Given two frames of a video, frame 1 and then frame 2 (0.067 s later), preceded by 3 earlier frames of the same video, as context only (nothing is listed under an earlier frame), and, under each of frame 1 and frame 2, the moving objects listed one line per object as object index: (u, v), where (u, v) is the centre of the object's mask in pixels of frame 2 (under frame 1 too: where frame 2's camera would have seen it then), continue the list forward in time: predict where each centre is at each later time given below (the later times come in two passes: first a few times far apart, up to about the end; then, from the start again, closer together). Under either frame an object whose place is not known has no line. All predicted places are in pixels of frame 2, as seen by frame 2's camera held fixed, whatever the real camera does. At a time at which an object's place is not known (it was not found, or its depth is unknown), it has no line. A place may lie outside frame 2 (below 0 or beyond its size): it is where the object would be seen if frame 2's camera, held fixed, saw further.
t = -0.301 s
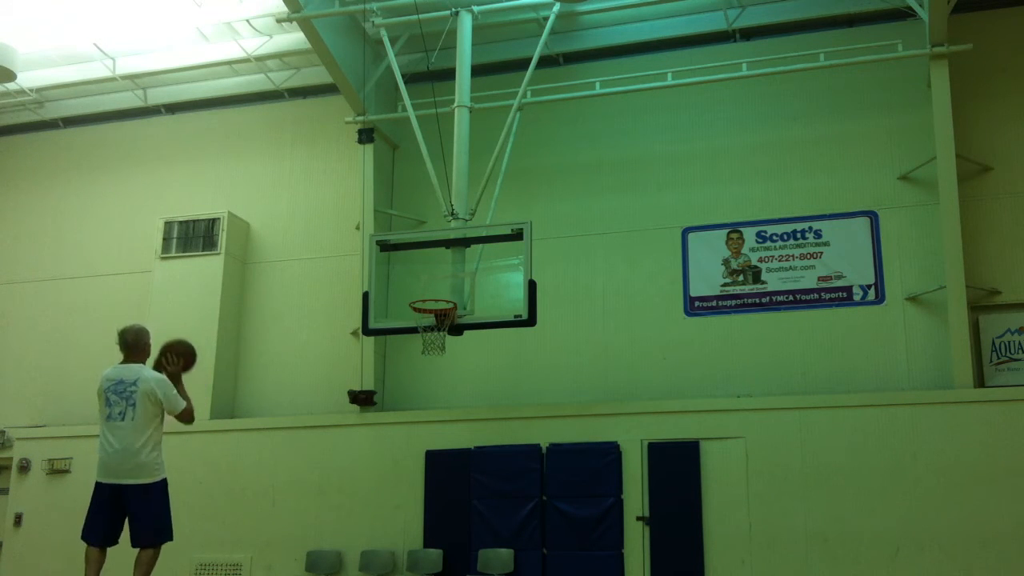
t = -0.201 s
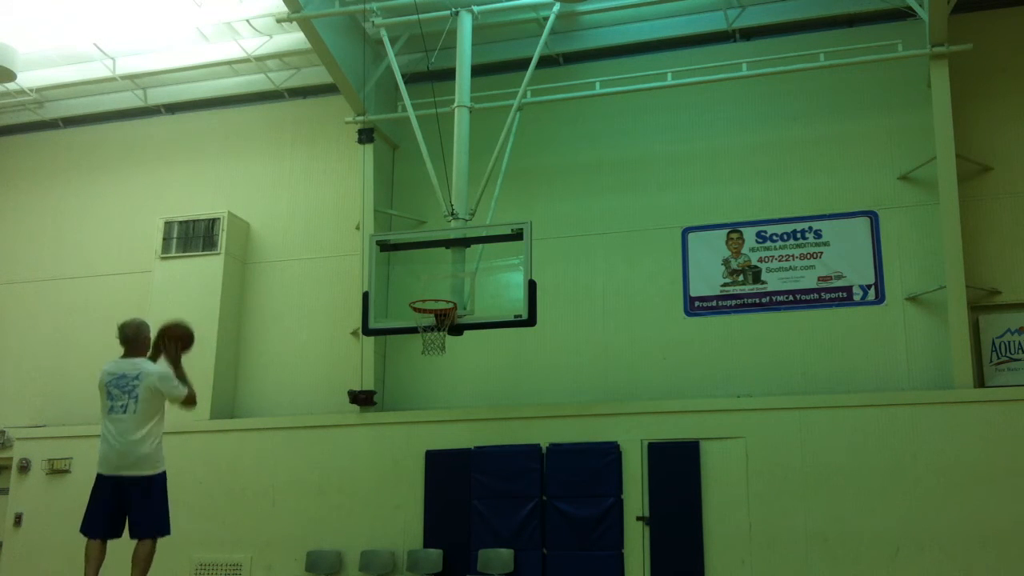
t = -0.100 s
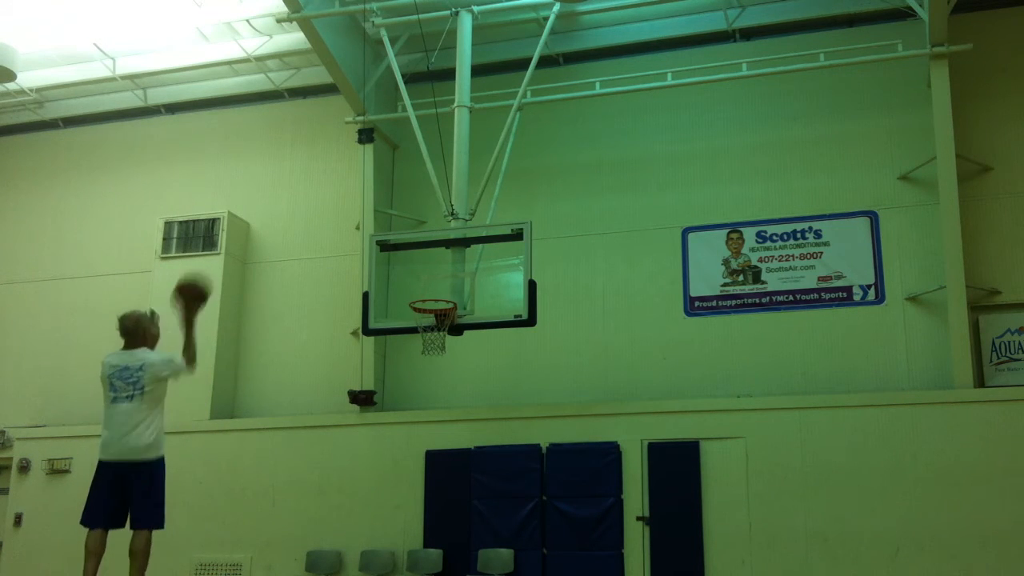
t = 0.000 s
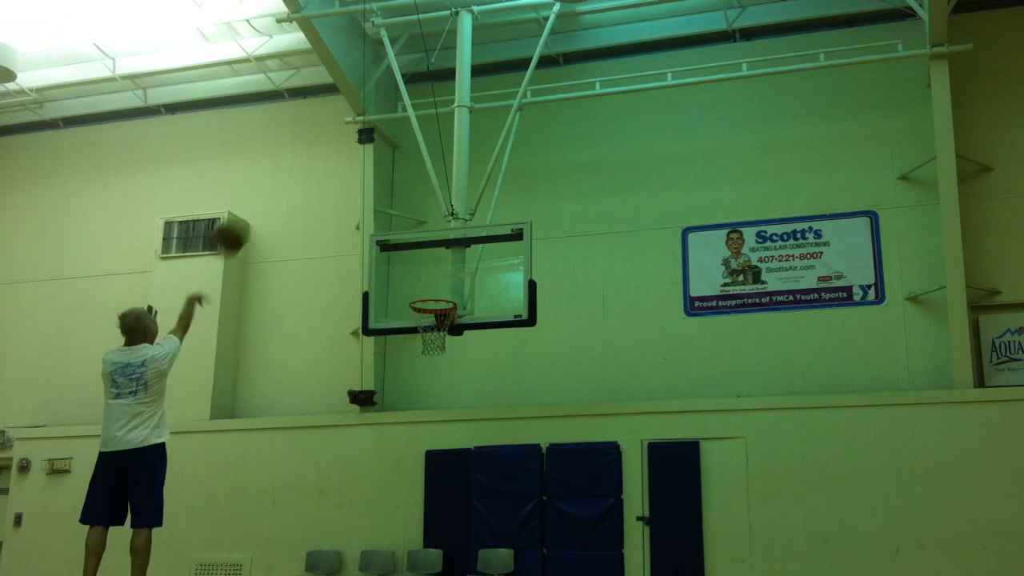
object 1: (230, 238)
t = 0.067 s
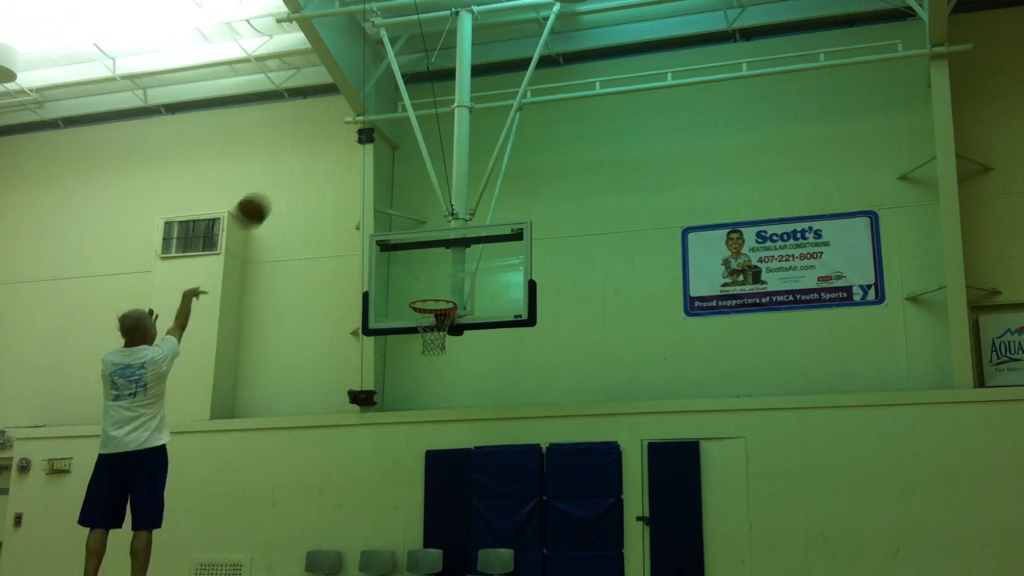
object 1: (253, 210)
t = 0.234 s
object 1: (302, 171)
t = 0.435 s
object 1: (349, 168)
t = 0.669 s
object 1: (395, 212)
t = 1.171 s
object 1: (423, 345)
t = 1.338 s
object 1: (412, 393)
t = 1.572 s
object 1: (392, 513)
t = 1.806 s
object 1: (382, 545)
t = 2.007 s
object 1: (382, 467)
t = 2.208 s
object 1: (380, 430)
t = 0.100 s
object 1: (263, 199)
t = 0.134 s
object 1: (273, 190)
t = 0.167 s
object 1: (283, 183)
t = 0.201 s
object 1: (292, 176)
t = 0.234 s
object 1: (302, 171)
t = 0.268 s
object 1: (310, 168)
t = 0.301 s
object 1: (318, 166)
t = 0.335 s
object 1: (326, 165)
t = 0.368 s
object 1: (334, 165)
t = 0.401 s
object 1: (342, 166)
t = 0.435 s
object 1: (349, 168)
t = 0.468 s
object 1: (356, 171)
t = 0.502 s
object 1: (363, 176)
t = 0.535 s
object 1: (370, 181)
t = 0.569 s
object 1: (376, 188)
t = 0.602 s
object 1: (383, 195)
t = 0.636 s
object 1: (389, 204)
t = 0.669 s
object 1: (395, 212)
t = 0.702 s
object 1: (400, 222)
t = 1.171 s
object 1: (423, 345)
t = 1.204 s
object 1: (421, 353)
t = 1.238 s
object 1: (419, 361)
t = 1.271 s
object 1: (417, 371)
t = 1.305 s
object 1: (414, 382)
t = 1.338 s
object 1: (412, 393)
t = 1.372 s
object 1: (409, 405)
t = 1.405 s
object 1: (407, 419)
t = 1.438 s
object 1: (403, 436)
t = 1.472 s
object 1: (401, 453)
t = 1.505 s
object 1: (398, 470)
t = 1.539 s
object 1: (395, 491)
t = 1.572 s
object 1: (392, 513)
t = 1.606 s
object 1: (389, 533)
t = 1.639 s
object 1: (386, 559)
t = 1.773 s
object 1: (382, 561)
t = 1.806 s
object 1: (382, 545)
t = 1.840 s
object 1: (382, 529)
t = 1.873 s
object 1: (382, 514)
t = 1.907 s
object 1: (382, 501)
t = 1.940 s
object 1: (382, 488)
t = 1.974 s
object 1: (382, 477)
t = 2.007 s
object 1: (382, 467)
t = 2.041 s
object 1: (381, 458)
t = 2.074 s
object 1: (381, 450)
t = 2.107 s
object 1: (381, 444)
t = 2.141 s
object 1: (380, 438)
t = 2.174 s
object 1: (380, 434)
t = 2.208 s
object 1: (380, 430)
